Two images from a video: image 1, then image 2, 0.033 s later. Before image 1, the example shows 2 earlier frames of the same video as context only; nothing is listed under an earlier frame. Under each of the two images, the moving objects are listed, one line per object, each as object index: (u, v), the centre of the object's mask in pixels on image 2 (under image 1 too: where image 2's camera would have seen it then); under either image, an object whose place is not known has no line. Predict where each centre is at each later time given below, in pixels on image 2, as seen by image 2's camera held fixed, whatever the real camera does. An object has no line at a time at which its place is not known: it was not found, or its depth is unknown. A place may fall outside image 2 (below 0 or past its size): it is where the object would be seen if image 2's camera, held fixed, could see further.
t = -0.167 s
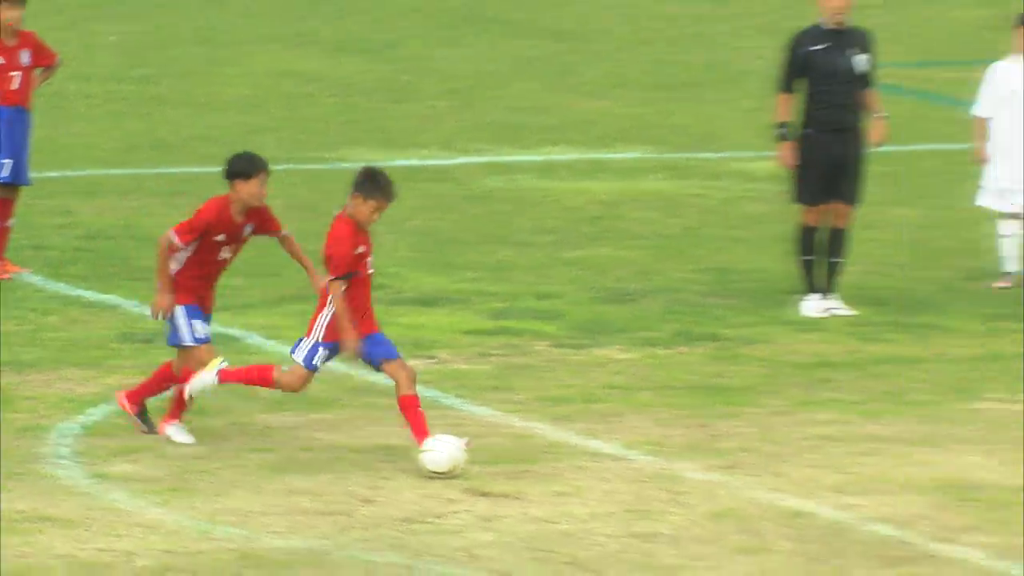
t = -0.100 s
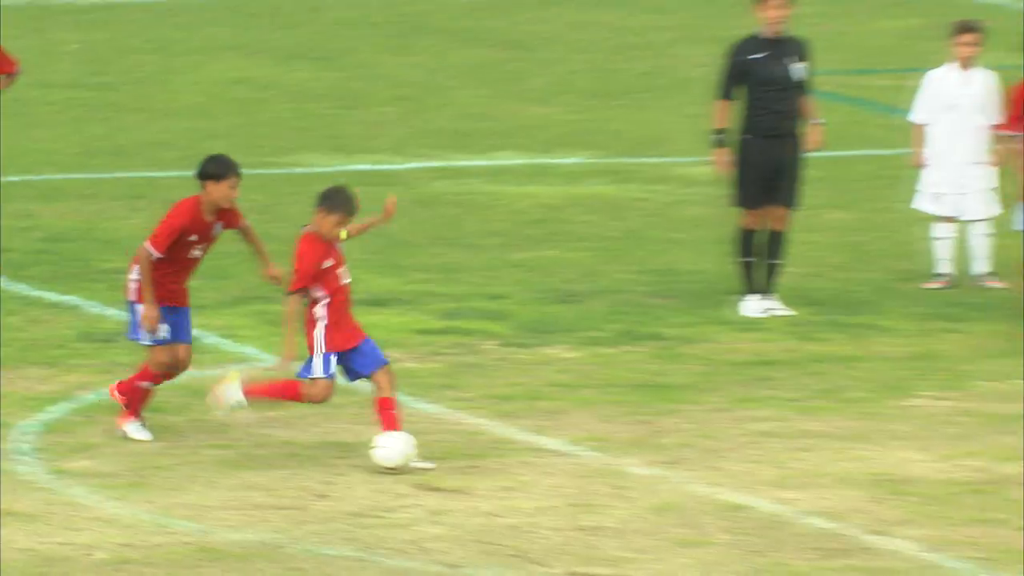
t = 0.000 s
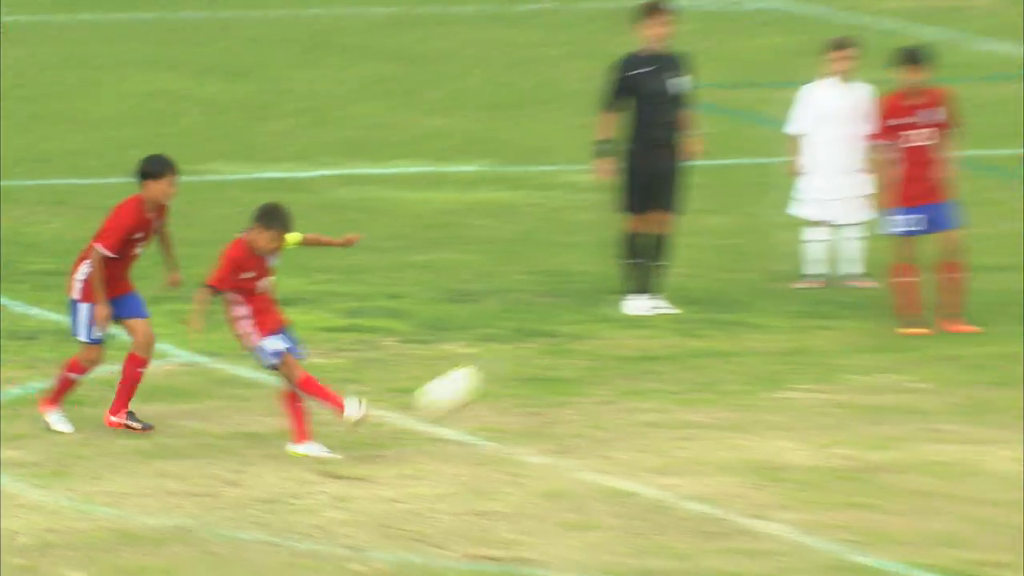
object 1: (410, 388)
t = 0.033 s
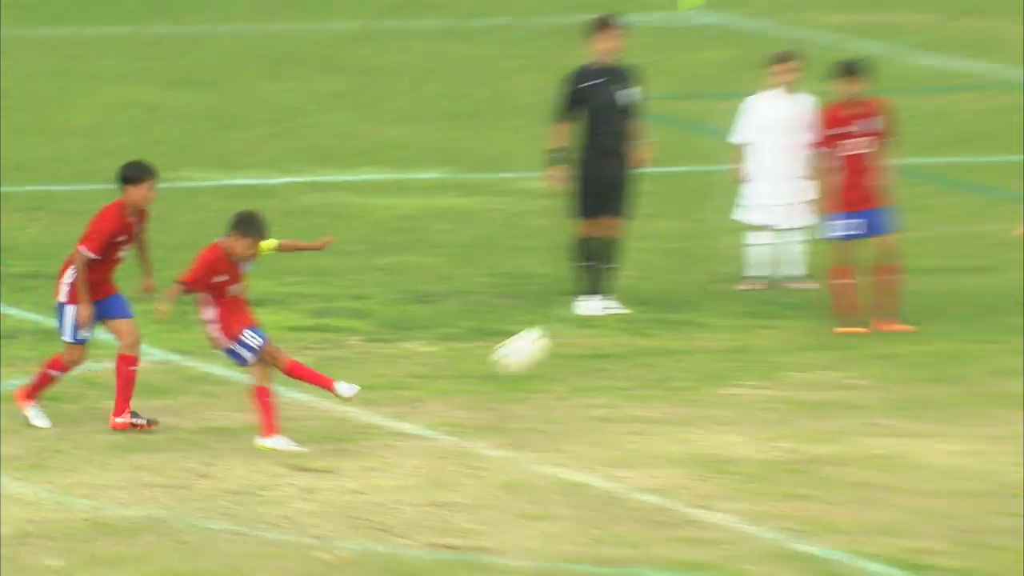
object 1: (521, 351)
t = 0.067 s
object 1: (630, 316)
